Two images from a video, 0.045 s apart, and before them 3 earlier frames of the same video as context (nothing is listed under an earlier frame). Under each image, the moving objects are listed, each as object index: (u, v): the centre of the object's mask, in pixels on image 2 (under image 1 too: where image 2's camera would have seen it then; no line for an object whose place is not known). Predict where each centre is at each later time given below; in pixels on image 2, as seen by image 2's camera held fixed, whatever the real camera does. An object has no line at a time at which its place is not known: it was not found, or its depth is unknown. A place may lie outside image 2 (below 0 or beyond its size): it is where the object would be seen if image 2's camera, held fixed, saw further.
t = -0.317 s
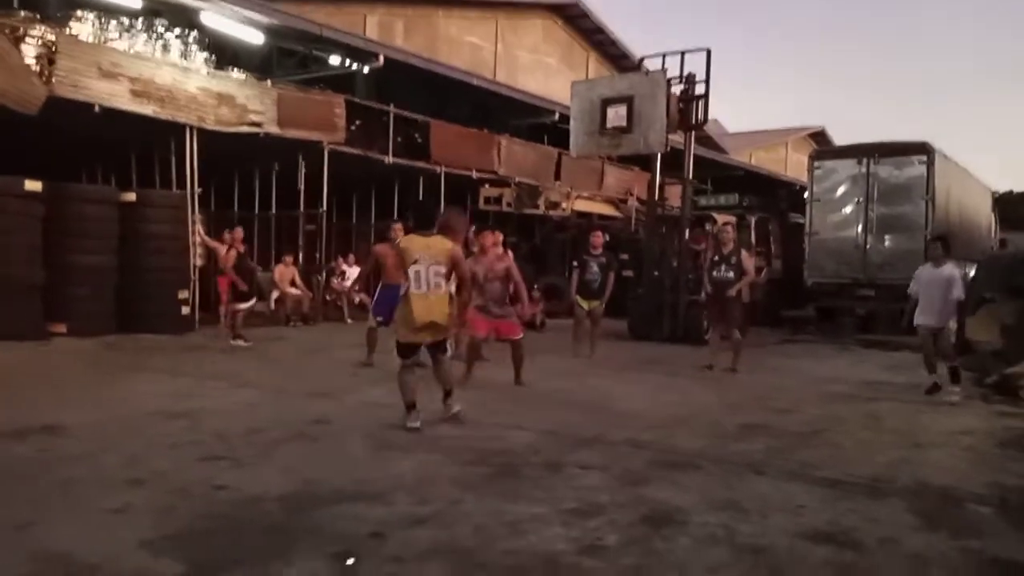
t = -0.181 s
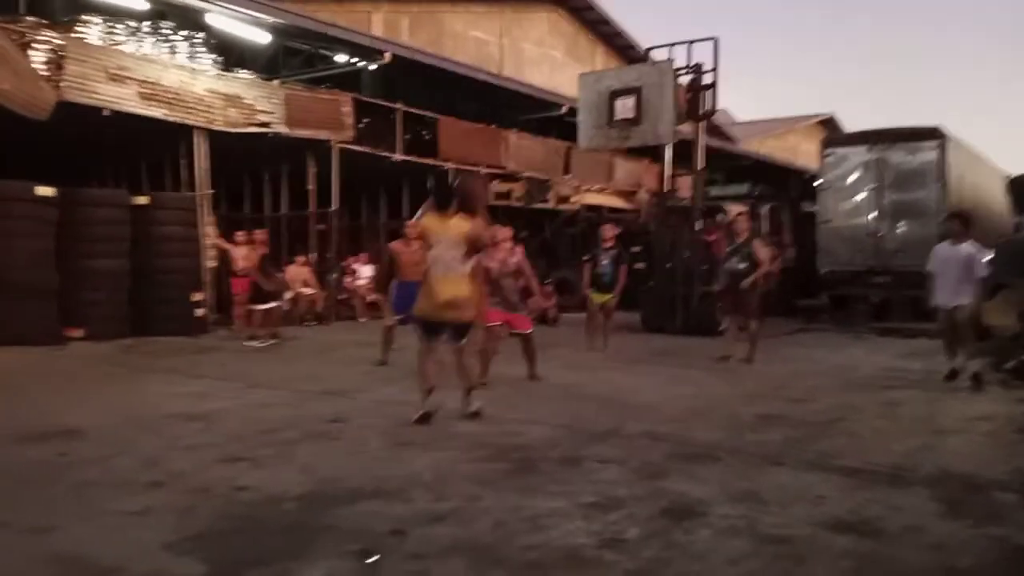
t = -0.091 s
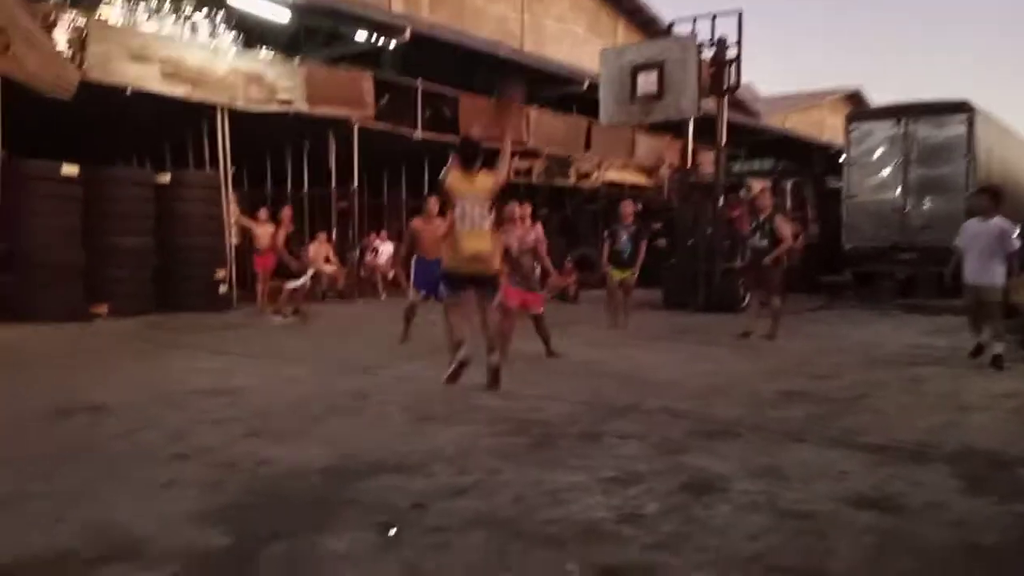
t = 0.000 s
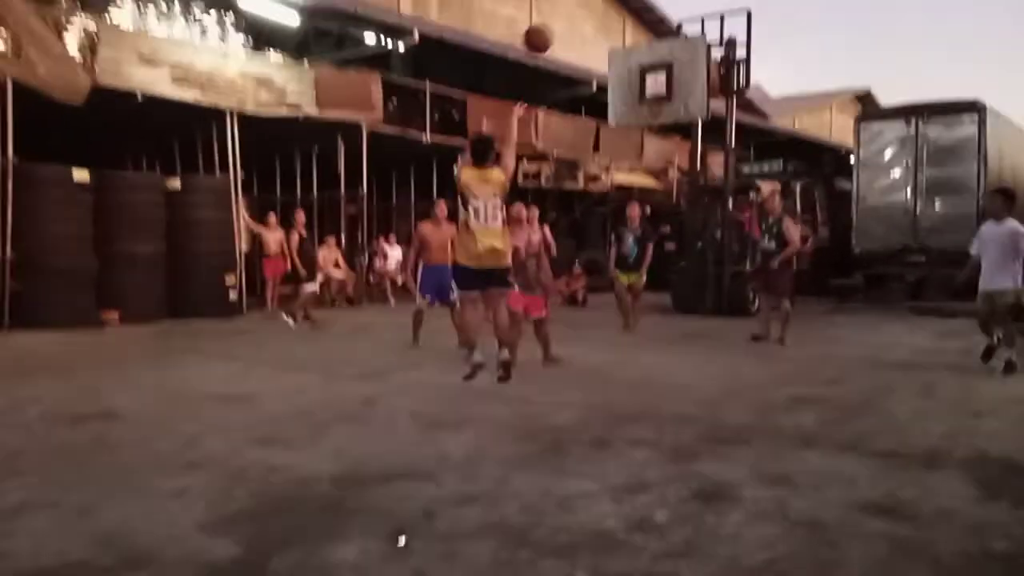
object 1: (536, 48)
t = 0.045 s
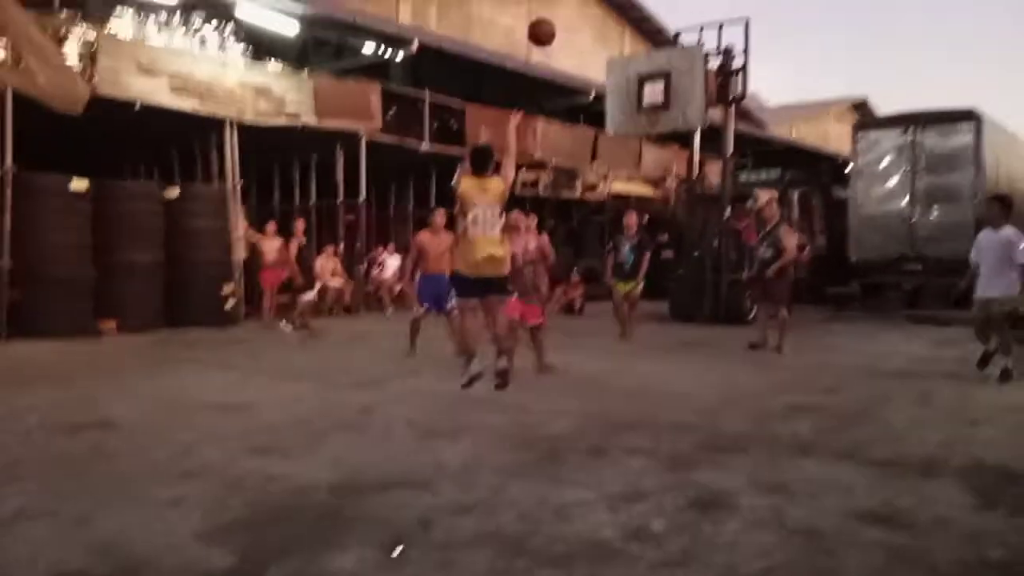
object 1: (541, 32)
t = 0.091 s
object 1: (548, 17)
